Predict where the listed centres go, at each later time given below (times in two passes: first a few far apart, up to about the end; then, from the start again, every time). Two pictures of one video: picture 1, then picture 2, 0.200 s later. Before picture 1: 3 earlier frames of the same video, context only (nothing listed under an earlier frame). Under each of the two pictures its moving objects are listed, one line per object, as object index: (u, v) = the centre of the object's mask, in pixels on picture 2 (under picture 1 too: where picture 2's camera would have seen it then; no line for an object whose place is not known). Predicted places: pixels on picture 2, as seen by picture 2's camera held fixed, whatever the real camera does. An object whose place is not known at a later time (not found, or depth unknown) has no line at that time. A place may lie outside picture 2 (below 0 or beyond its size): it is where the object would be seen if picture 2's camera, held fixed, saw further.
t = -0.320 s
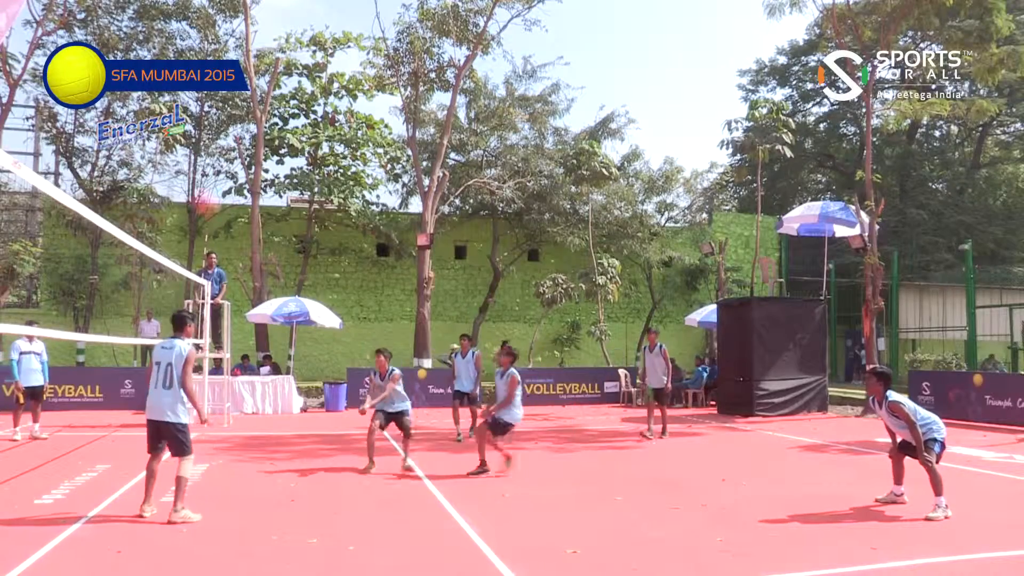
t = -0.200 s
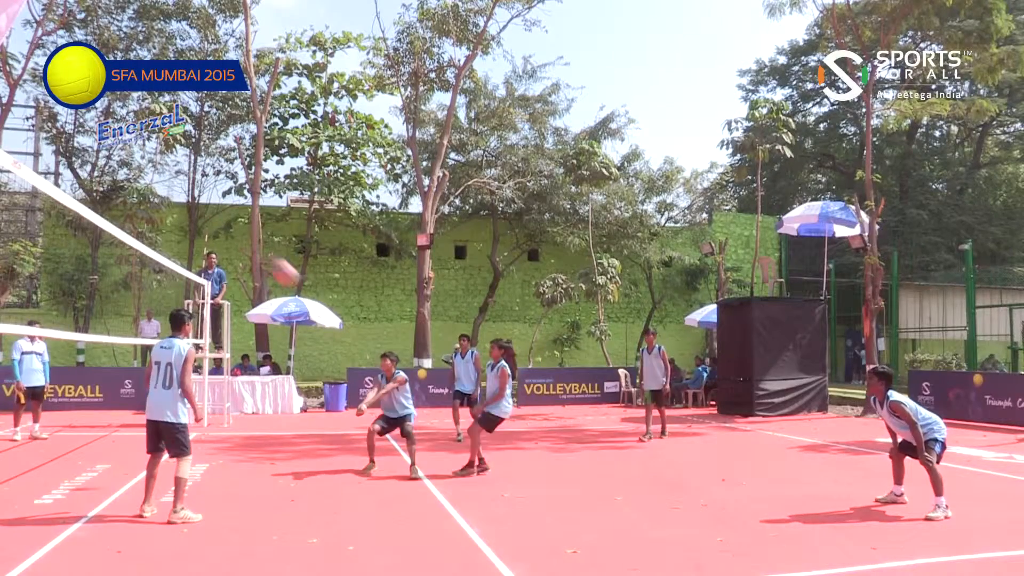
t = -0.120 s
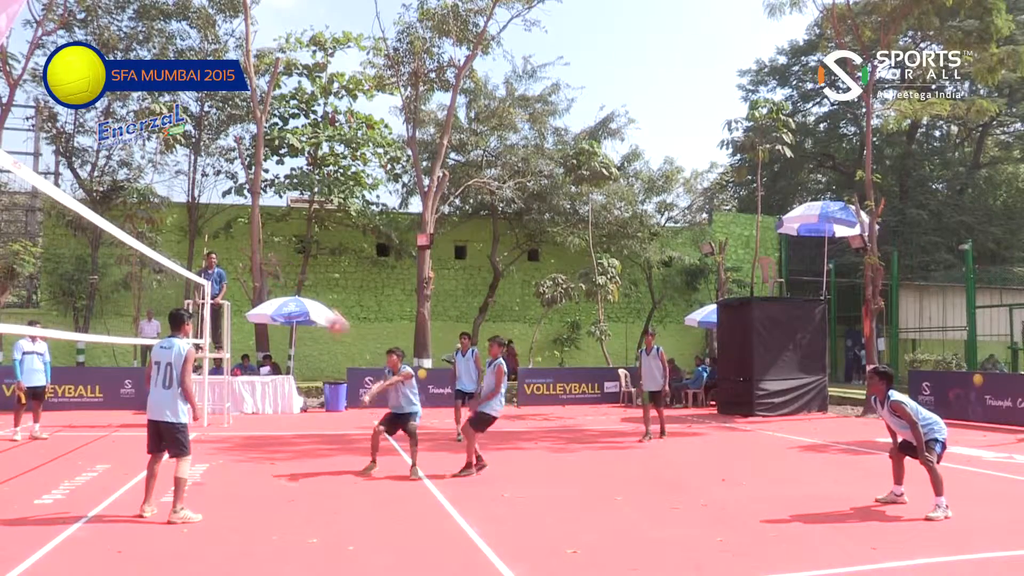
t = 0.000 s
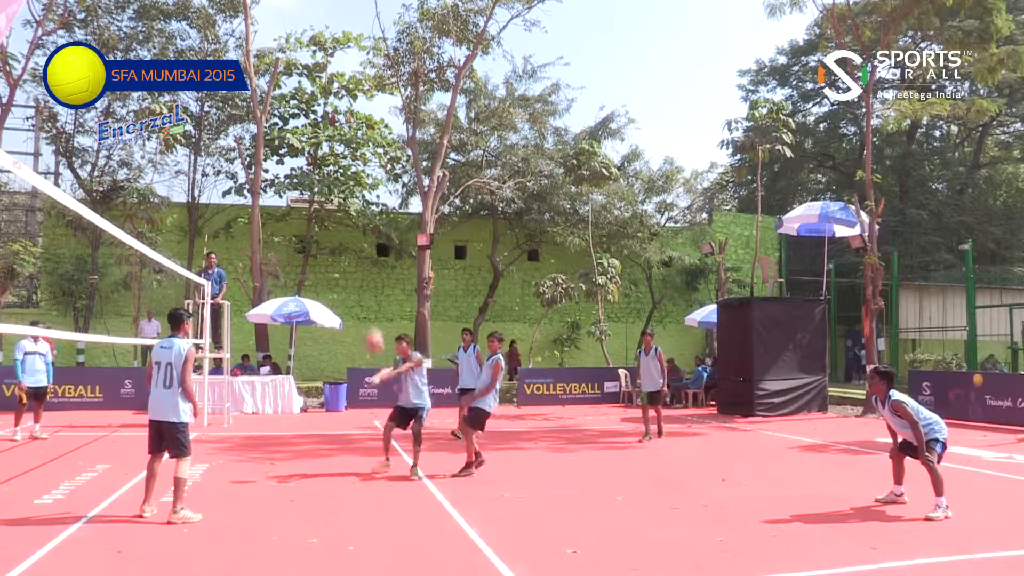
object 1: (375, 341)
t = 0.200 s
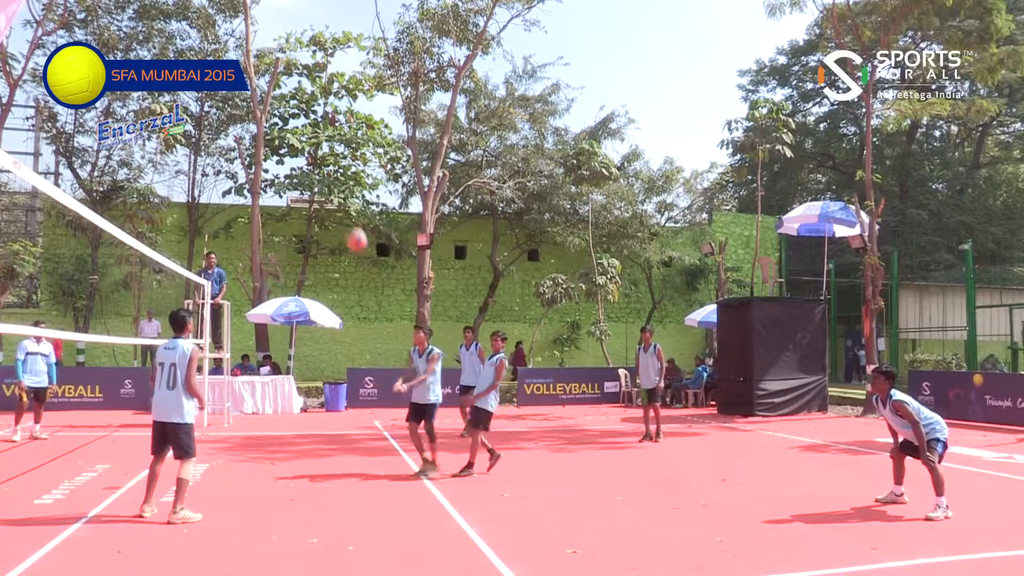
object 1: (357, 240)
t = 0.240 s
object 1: (353, 224)
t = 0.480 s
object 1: (332, 156)
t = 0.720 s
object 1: (308, 142)
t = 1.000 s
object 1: (276, 195)
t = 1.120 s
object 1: (262, 243)
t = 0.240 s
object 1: (353, 224)
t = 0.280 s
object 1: (349, 208)
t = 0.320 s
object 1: (348, 195)
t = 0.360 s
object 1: (343, 184)
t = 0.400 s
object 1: (339, 174)
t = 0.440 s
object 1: (335, 164)
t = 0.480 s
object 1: (332, 156)
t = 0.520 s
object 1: (327, 151)
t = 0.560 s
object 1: (324, 147)
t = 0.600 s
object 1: (320, 143)
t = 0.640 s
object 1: (316, 140)
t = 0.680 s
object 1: (312, 141)
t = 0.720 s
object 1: (308, 142)
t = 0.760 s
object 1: (303, 144)
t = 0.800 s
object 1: (298, 148)
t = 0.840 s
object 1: (294, 154)
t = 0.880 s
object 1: (289, 161)
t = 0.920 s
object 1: (283, 172)
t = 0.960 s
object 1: (280, 182)
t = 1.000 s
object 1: (276, 195)
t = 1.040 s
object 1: (270, 211)
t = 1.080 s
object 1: (266, 226)
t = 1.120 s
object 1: (262, 243)
